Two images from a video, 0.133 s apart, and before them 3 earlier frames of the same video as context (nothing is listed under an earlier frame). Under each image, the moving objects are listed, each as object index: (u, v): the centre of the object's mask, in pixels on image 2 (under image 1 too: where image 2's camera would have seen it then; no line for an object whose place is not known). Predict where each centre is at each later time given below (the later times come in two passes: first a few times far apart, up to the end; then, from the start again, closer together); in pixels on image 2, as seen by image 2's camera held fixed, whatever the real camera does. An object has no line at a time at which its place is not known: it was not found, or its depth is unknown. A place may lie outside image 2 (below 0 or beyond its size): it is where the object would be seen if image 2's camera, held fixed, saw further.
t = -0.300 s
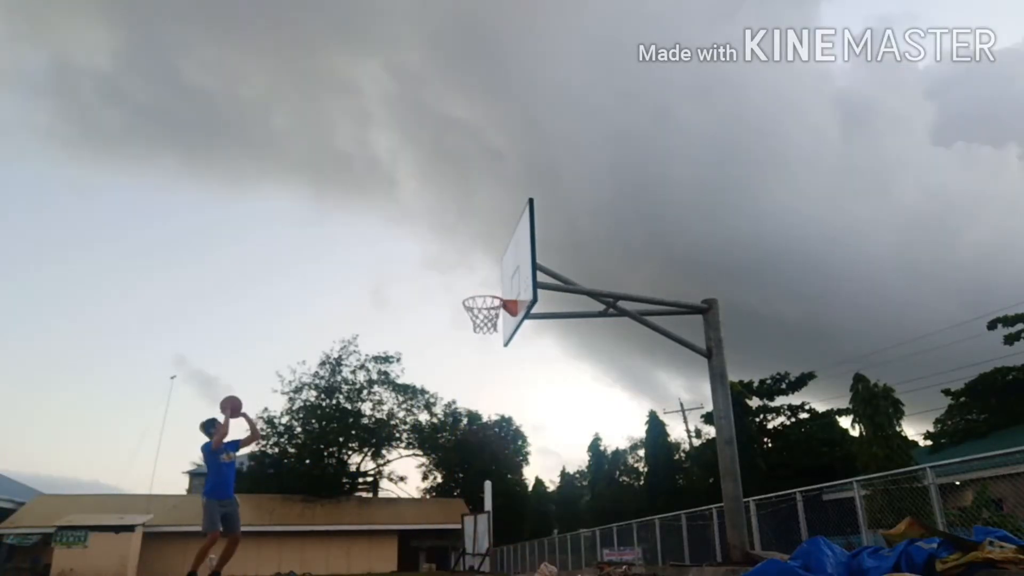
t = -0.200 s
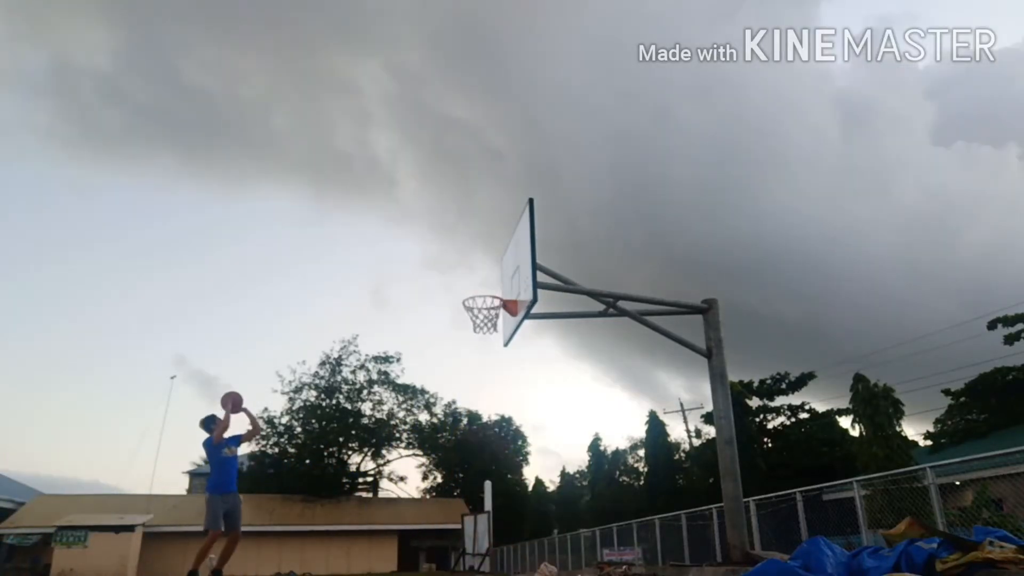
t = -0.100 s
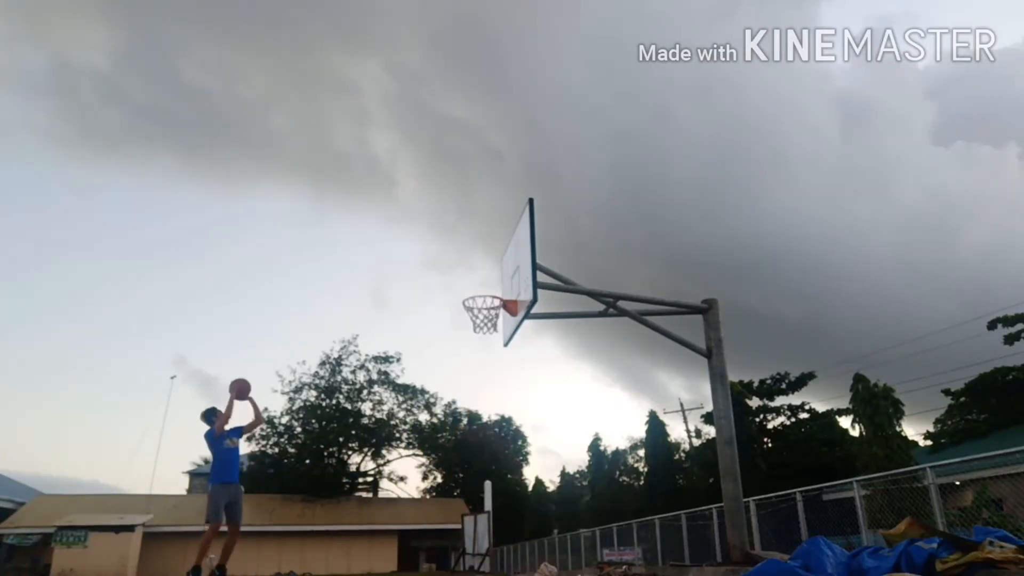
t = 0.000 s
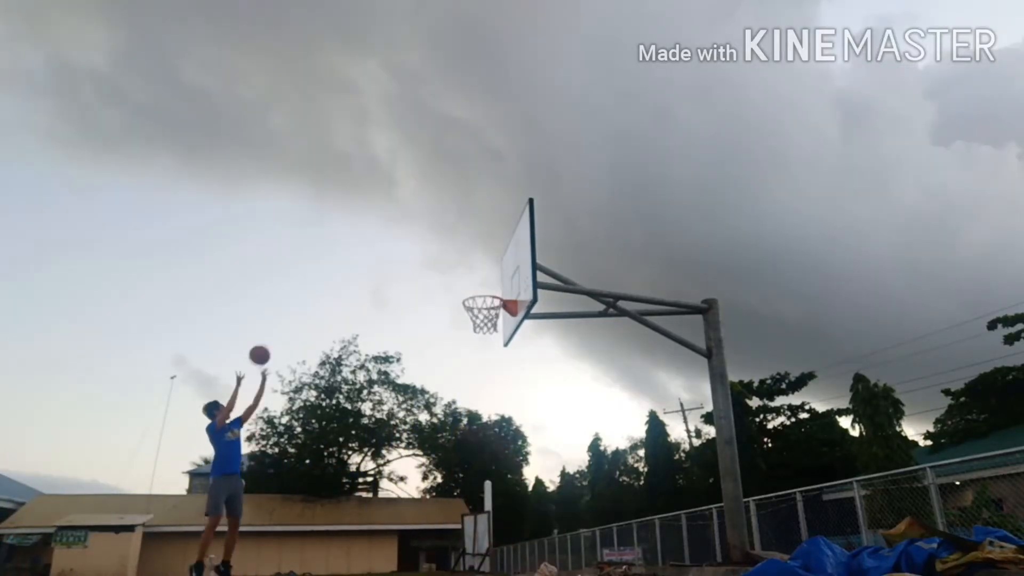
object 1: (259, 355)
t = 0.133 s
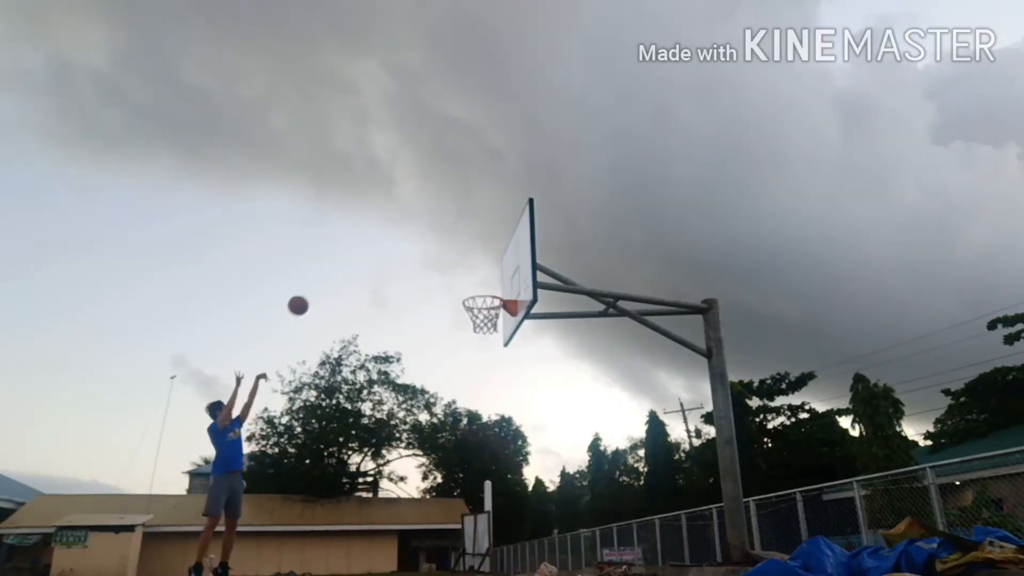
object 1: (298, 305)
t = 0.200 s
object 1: (316, 287)
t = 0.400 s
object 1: (368, 254)
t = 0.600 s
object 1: (416, 253)
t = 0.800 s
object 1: (464, 282)
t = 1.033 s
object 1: (499, 323)
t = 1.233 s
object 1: (499, 353)
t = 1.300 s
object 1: (500, 370)
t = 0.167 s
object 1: (307, 296)
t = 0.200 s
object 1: (316, 287)
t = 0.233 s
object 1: (325, 279)
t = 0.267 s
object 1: (334, 273)
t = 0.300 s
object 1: (342, 267)
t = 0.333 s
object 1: (351, 262)
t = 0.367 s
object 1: (359, 258)
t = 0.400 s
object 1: (368, 254)
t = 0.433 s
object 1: (376, 252)
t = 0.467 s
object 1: (384, 250)
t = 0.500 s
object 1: (392, 250)
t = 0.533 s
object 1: (400, 250)
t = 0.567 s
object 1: (408, 251)
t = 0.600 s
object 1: (416, 253)
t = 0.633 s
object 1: (424, 255)
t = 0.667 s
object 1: (432, 259)
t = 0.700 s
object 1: (440, 263)
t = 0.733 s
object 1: (448, 268)
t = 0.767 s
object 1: (456, 275)
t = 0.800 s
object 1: (464, 282)
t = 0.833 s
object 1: (472, 289)
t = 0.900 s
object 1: (488, 308)
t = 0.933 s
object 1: (495, 317)
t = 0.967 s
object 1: (498, 321)
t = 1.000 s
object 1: (498, 322)
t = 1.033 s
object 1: (499, 323)
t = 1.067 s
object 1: (498, 327)
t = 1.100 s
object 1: (498, 330)
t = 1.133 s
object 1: (499, 334)
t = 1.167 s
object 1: (499, 339)
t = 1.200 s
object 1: (499, 345)
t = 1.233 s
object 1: (499, 353)
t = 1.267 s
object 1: (500, 361)
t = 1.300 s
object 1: (500, 370)
